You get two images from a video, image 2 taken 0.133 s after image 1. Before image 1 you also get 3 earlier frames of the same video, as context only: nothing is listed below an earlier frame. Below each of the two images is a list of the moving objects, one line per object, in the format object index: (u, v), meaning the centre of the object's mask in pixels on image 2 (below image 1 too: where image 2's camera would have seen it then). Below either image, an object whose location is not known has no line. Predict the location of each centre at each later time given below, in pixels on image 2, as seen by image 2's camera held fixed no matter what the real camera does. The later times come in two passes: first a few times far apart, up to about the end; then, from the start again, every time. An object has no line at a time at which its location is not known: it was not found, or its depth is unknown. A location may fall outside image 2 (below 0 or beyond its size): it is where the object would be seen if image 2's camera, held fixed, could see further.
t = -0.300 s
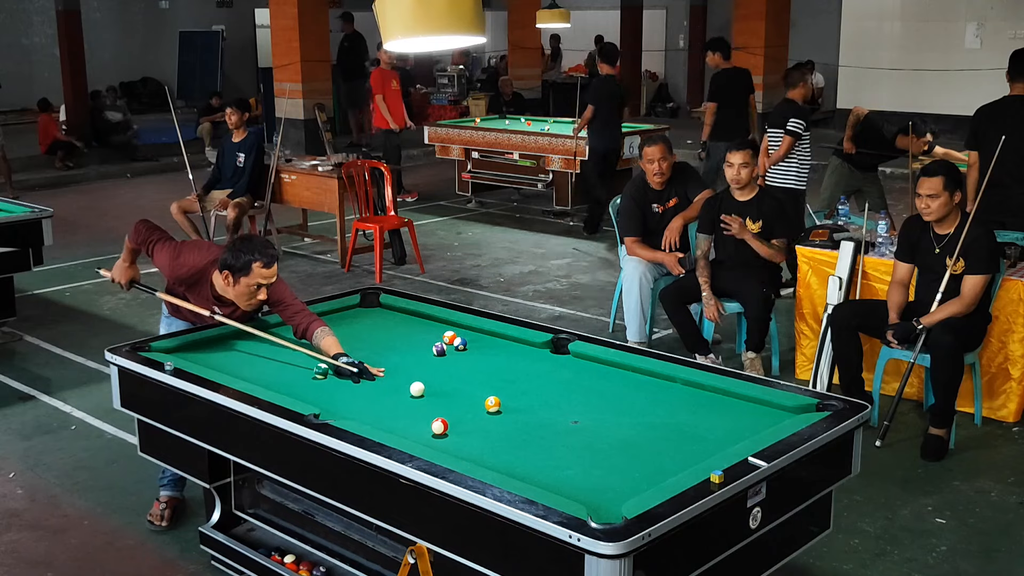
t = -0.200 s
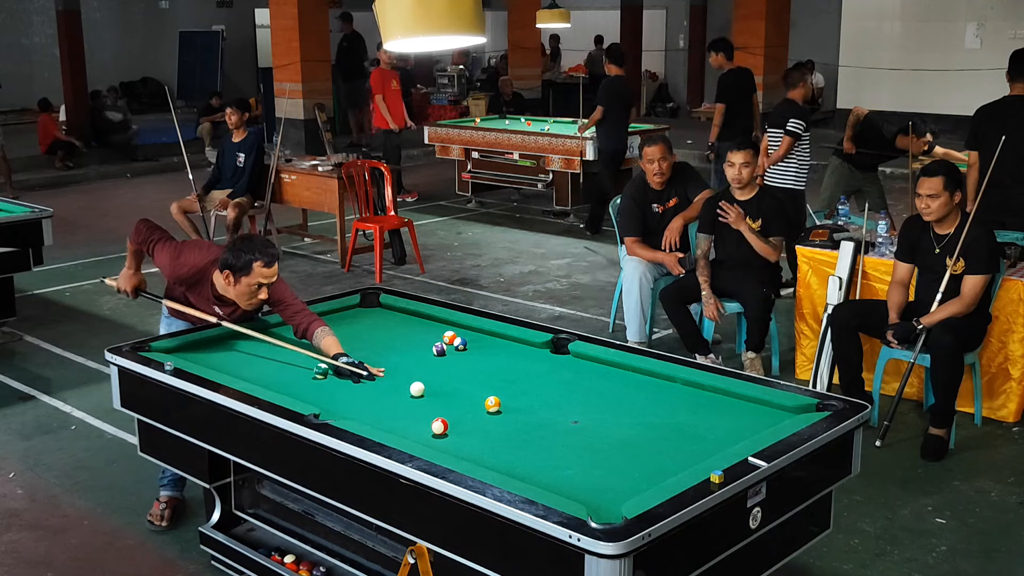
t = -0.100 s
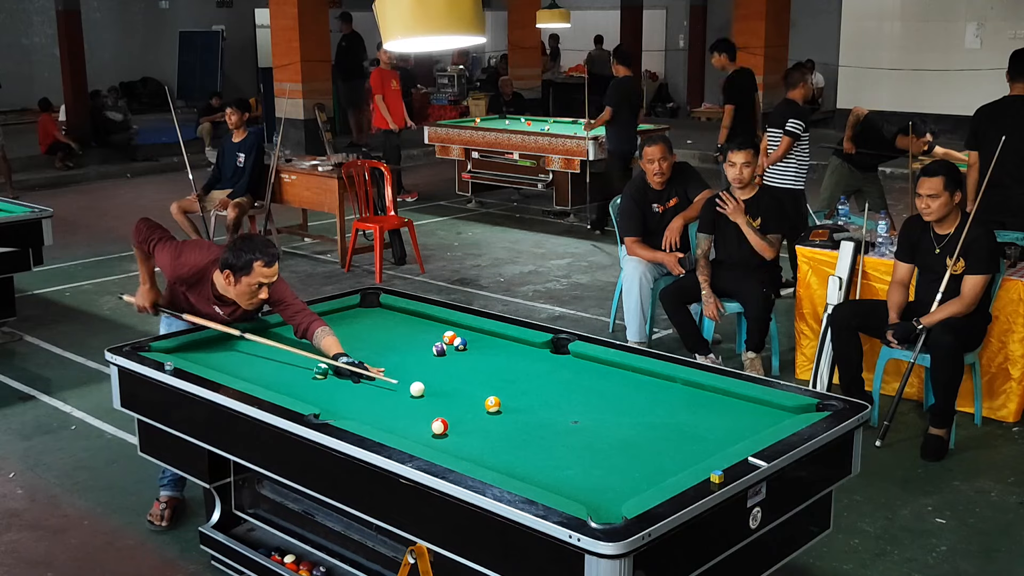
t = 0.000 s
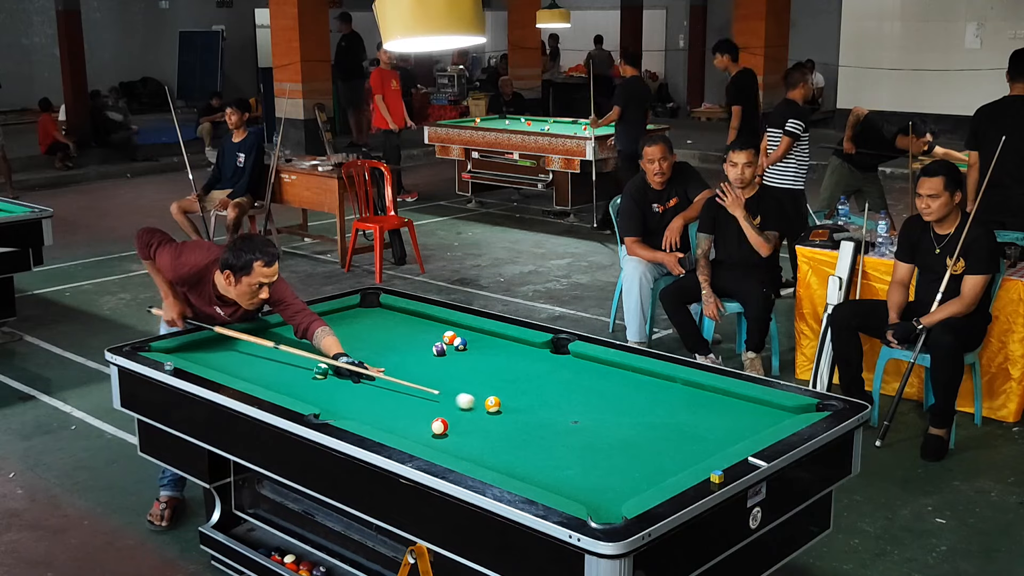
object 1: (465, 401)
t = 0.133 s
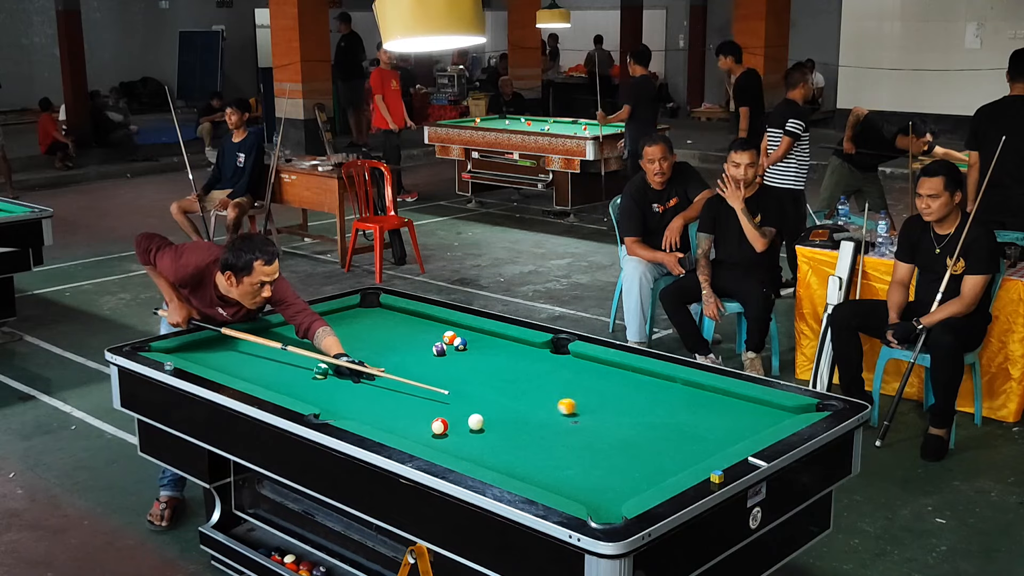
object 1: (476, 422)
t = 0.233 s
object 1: (479, 437)
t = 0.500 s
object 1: (509, 469)
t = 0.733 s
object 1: (576, 472)
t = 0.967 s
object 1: (641, 474)
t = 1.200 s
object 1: (675, 466)
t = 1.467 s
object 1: (669, 447)
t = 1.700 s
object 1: (665, 432)
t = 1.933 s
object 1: (661, 419)
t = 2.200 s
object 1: (658, 407)
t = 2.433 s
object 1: (655, 397)
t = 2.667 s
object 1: (653, 389)
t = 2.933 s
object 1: (652, 381)
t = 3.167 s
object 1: (651, 375)
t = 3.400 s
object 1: (642, 375)
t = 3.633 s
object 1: (634, 375)
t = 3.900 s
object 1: (628, 375)
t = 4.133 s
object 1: (624, 375)
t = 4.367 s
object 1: (624, 375)
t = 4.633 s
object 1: (624, 375)
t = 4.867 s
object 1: (624, 375)
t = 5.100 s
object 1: (624, 375)
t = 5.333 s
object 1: (624, 375)
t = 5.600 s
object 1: (624, 375)
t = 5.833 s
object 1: (624, 375)
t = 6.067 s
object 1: (624, 375)
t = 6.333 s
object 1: (624, 375)
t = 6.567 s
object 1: (624, 375)
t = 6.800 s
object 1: (624, 375)
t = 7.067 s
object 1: (624, 375)
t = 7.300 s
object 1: (624, 375)
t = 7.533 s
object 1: (624, 375)
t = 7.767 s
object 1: (624, 375)
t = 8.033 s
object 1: (624, 375)
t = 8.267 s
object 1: (624, 375)
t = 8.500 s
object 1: (624, 375)
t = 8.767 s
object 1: (624, 375)
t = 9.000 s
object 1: (624, 375)
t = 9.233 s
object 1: (624, 375)
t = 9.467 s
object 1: (624, 375)
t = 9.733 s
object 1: (624, 375)
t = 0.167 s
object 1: (477, 427)
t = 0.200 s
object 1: (478, 432)
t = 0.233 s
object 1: (479, 437)
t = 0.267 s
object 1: (481, 442)
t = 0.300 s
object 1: (482, 448)
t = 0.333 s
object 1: (483, 453)
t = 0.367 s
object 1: (485, 458)
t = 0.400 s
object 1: (487, 462)
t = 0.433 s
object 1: (489, 466)
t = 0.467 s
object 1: (500, 467)
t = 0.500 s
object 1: (509, 469)
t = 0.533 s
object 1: (519, 470)
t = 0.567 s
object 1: (528, 470)
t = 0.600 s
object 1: (538, 471)
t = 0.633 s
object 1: (547, 471)
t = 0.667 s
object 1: (557, 471)
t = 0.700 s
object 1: (567, 471)
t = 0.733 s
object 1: (576, 472)
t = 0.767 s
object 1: (585, 472)
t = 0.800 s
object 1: (595, 472)
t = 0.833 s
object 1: (604, 472)
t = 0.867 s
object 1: (613, 473)
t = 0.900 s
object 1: (622, 473)
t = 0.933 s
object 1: (631, 473)
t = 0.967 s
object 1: (641, 474)
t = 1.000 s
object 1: (650, 474)
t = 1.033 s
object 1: (658, 474)
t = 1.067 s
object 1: (667, 473)
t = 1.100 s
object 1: (675, 471)
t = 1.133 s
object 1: (676, 470)
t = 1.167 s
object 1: (675, 468)
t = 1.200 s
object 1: (675, 466)
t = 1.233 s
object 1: (674, 464)
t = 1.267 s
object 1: (674, 461)
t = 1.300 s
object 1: (673, 459)
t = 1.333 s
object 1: (672, 456)
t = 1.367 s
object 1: (671, 454)
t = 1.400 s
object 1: (671, 452)
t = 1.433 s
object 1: (670, 449)
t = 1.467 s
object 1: (669, 447)
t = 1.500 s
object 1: (669, 445)
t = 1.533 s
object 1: (668, 443)
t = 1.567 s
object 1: (667, 440)
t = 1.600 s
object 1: (667, 438)
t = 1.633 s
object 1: (666, 436)
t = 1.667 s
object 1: (665, 434)
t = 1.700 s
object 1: (665, 432)
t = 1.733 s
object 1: (664, 430)
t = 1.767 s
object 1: (664, 428)
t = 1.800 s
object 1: (663, 426)
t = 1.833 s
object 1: (662, 424)
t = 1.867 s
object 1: (662, 423)
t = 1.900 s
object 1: (661, 421)
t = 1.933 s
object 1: (661, 419)
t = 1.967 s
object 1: (660, 418)
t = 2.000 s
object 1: (660, 416)
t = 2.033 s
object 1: (660, 414)
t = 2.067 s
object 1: (659, 413)
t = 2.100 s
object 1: (659, 411)
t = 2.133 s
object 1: (658, 410)
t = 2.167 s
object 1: (658, 408)
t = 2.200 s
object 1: (658, 407)
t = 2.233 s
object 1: (657, 405)
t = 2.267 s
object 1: (657, 404)
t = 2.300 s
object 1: (657, 403)
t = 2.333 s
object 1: (656, 401)
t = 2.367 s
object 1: (656, 400)
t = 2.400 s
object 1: (656, 399)
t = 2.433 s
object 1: (655, 397)
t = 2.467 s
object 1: (655, 396)
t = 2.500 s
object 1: (655, 395)
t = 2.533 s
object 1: (654, 394)
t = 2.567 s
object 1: (654, 392)
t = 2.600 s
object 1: (654, 391)
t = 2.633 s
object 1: (654, 390)
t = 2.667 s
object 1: (653, 389)
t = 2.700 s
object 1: (653, 388)
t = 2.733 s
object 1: (653, 387)
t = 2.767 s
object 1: (653, 386)
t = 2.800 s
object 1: (653, 385)
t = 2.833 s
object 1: (653, 384)
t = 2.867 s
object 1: (653, 383)
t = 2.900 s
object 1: (652, 382)
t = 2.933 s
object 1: (652, 381)
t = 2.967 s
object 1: (652, 380)
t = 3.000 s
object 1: (652, 379)
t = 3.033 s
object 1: (652, 379)
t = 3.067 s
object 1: (652, 378)
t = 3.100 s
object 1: (652, 377)
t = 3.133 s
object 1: (651, 376)
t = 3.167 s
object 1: (651, 375)
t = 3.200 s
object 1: (651, 375)
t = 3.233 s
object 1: (650, 375)
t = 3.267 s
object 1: (648, 375)
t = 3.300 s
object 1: (647, 375)
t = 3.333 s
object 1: (645, 375)
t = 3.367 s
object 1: (644, 375)
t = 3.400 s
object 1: (642, 375)
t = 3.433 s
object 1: (641, 375)
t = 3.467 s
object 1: (640, 375)
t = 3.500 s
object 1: (639, 375)
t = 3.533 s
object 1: (638, 375)
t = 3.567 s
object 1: (637, 375)
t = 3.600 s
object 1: (636, 375)
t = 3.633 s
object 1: (634, 375)
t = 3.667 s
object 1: (633, 375)
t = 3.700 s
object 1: (632, 375)
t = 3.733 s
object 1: (632, 375)
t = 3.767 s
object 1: (631, 375)
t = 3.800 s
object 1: (630, 375)
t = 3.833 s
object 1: (629, 375)
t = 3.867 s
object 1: (628, 375)
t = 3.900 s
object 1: (628, 375)
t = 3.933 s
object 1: (627, 375)
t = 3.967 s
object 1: (626, 375)
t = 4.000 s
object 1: (626, 375)
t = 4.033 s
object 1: (625, 375)
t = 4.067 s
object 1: (625, 375)
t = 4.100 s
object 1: (625, 375)
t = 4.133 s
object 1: (624, 375)
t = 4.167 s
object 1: (624, 375)
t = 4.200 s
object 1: (624, 375)
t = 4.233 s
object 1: (624, 375)
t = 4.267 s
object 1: (624, 375)
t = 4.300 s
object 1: (624, 375)
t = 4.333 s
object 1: (624, 375)
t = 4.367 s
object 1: (624, 375)
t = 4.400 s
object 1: (624, 375)
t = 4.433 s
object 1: (624, 375)
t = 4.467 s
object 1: (624, 375)
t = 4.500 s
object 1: (624, 375)
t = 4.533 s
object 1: (624, 375)
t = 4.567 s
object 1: (624, 375)
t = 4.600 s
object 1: (624, 375)
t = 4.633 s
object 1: (624, 375)
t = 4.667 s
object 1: (624, 375)
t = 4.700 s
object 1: (624, 375)
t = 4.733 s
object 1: (624, 375)
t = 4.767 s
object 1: (624, 375)
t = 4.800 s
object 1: (624, 375)
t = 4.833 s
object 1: (624, 375)
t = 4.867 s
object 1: (624, 375)
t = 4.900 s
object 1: (624, 375)
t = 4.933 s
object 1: (624, 375)
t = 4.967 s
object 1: (624, 375)
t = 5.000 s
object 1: (624, 375)
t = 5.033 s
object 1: (624, 375)
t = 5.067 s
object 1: (624, 375)
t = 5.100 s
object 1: (624, 375)
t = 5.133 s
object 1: (624, 375)
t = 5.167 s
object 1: (624, 375)
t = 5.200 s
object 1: (624, 375)
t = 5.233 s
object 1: (624, 375)
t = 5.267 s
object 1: (624, 375)
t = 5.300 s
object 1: (624, 375)
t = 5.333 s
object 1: (624, 375)
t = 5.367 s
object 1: (624, 375)
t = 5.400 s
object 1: (624, 375)
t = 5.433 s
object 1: (624, 375)
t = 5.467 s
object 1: (624, 375)
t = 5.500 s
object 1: (624, 375)
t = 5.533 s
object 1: (624, 375)
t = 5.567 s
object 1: (624, 375)
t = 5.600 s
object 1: (624, 375)
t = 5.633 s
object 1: (624, 375)
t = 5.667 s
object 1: (624, 375)
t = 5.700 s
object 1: (624, 375)
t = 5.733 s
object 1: (624, 375)
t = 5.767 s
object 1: (624, 375)
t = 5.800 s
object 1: (624, 375)
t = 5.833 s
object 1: (624, 375)
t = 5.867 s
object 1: (624, 375)
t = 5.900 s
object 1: (624, 375)
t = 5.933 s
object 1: (624, 375)
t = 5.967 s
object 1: (624, 375)
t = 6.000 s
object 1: (624, 375)
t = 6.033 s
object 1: (624, 375)
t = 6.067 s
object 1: (624, 375)
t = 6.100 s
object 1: (624, 375)
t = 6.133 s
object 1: (624, 375)
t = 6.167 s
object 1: (624, 375)
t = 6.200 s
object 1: (624, 375)
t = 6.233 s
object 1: (624, 375)
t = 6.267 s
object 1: (624, 375)
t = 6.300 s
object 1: (624, 375)
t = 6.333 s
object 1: (624, 375)
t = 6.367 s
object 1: (624, 375)
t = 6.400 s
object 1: (624, 375)
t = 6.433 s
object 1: (624, 375)
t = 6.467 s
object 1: (624, 375)
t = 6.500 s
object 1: (624, 375)
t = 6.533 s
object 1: (624, 375)
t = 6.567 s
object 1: (624, 375)
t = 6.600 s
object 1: (624, 375)
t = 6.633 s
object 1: (624, 375)
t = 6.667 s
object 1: (624, 375)
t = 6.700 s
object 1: (624, 375)
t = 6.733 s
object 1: (624, 375)
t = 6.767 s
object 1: (624, 375)
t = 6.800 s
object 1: (624, 375)
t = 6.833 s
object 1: (624, 375)
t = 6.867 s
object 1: (624, 375)
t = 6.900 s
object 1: (624, 375)
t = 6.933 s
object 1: (624, 375)
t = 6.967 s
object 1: (624, 375)
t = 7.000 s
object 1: (624, 375)
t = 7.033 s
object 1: (624, 375)
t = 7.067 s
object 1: (624, 375)
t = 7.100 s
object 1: (624, 375)
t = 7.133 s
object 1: (624, 375)
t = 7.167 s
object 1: (624, 375)
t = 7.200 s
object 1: (624, 375)
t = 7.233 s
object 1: (624, 375)
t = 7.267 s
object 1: (624, 375)
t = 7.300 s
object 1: (624, 375)
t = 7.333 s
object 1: (624, 375)
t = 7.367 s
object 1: (624, 375)
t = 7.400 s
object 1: (624, 375)
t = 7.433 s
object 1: (624, 375)
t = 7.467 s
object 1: (624, 375)
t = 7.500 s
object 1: (624, 375)
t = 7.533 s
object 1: (624, 375)
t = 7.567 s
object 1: (624, 375)
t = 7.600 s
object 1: (624, 375)
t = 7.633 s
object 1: (624, 375)
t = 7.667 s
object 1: (624, 375)
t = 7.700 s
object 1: (624, 375)
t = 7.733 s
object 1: (624, 375)
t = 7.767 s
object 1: (624, 375)
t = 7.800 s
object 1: (624, 375)
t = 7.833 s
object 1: (624, 375)
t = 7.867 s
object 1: (624, 375)
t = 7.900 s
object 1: (624, 375)
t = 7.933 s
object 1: (624, 375)
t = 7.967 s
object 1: (624, 375)
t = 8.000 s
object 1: (624, 375)
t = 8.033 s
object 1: (624, 375)
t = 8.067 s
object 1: (624, 375)
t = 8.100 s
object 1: (624, 375)
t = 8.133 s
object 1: (624, 375)
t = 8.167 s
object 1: (624, 375)
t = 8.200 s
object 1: (624, 375)
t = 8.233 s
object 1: (624, 375)
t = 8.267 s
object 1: (624, 375)
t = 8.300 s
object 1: (624, 375)
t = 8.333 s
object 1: (624, 375)
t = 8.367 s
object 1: (624, 375)
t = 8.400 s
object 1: (624, 375)
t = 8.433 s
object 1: (624, 375)
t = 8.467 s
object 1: (624, 375)
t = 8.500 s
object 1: (624, 375)
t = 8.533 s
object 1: (624, 375)
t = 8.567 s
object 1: (624, 375)
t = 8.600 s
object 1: (624, 375)
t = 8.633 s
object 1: (624, 375)
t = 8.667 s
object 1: (624, 375)
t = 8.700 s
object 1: (624, 375)
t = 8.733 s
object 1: (624, 375)
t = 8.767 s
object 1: (624, 375)
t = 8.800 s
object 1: (624, 375)
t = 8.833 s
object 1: (624, 375)
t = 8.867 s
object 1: (624, 375)
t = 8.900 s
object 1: (624, 375)
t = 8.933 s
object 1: (624, 375)
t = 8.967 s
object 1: (624, 375)
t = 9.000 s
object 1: (624, 375)
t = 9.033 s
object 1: (624, 375)
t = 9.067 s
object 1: (624, 375)
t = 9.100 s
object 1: (624, 375)
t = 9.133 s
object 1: (624, 375)
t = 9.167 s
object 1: (624, 375)
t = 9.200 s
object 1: (624, 375)
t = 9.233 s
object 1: (624, 375)
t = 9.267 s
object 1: (624, 375)
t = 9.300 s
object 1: (624, 375)
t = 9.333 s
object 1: (624, 375)
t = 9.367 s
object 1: (624, 375)
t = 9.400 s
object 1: (624, 375)
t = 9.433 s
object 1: (624, 375)
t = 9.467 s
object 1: (624, 375)
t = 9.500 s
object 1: (624, 375)
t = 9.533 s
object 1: (624, 375)
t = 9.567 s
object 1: (624, 375)
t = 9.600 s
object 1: (624, 375)
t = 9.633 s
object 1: (624, 375)
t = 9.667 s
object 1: (624, 375)
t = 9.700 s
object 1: (624, 375)
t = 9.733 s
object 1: (624, 375)
